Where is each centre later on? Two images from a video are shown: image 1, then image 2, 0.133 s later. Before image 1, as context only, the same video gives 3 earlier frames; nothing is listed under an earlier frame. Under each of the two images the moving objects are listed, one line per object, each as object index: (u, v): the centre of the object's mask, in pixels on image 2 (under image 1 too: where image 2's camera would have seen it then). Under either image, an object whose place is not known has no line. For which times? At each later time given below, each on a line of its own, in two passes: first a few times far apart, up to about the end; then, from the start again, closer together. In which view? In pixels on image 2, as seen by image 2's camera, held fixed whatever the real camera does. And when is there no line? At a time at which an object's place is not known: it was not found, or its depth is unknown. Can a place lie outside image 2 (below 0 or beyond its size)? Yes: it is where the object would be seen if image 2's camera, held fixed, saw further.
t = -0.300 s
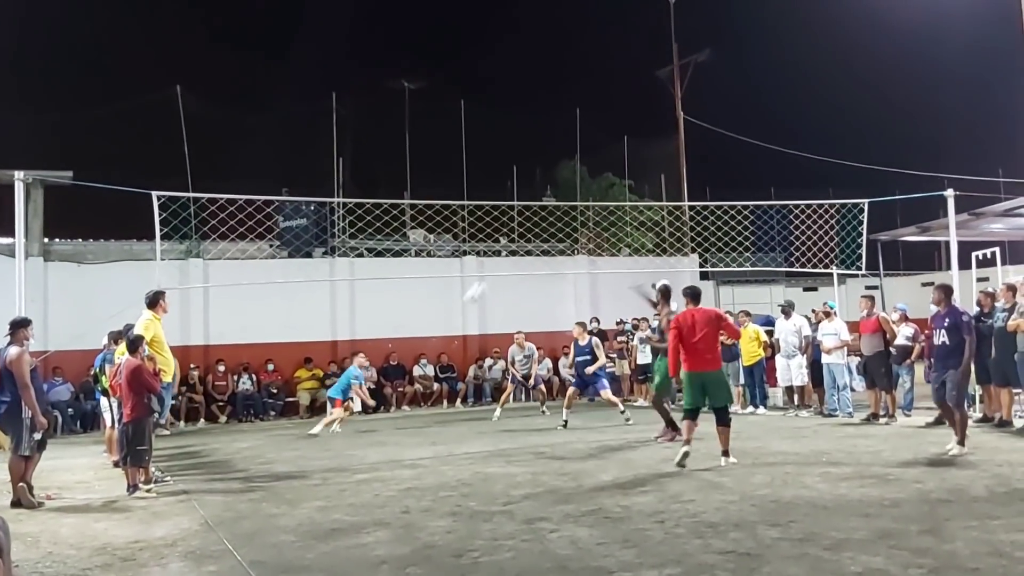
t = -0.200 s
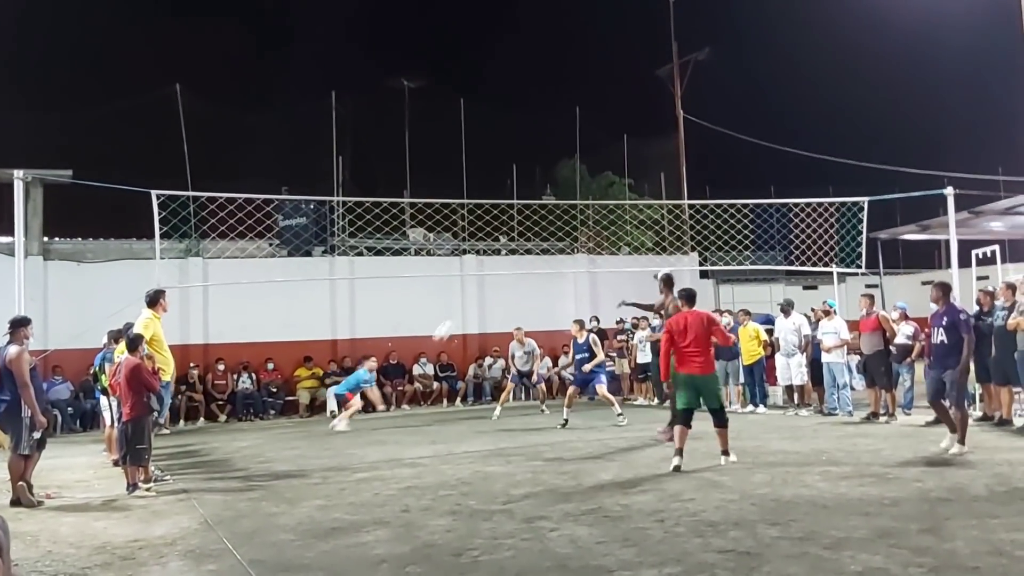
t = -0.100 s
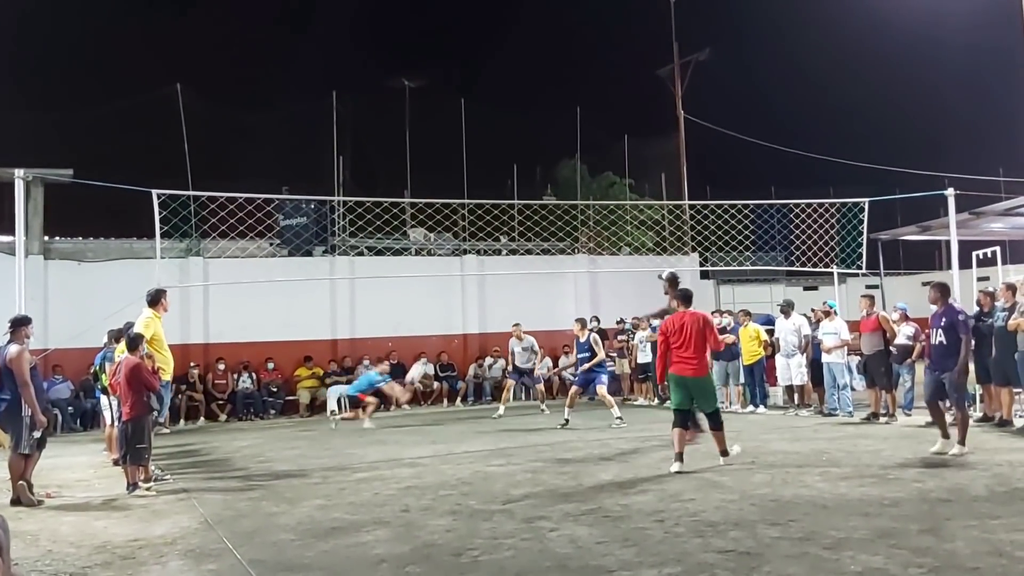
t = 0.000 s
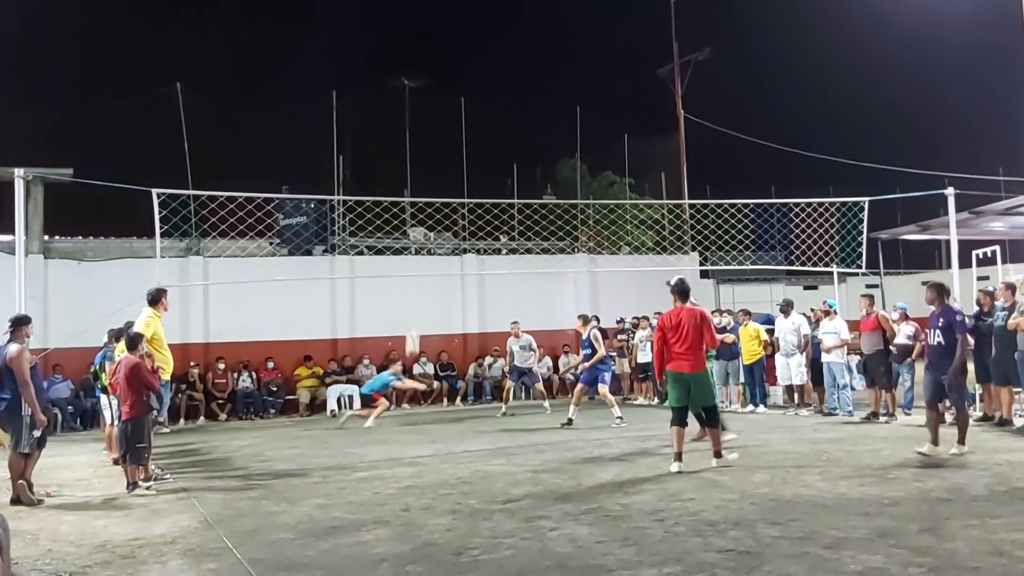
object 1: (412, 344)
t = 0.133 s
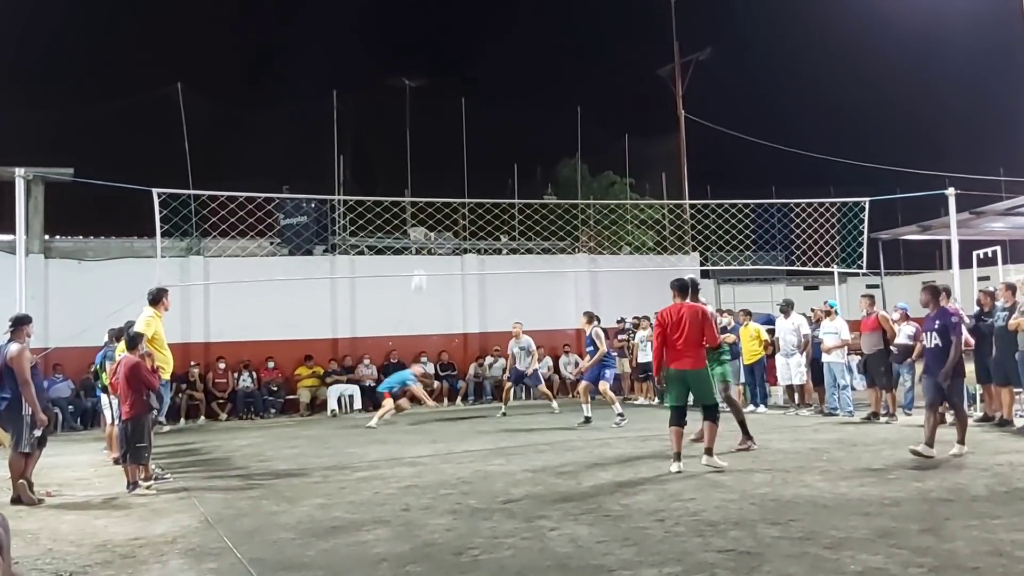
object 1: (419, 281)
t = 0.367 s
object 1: (427, 198)
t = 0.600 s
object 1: (435, 147)
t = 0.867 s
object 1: (447, 130)
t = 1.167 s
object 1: (462, 163)
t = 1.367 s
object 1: (473, 217)
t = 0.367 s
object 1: (427, 198)
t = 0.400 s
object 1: (429, 188)
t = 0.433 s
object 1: (429, 180)
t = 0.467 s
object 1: (430, 172)
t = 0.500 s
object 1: (432, 165)
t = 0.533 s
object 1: (433, 159)
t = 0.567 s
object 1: (434, 153)
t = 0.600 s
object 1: (435, 147)
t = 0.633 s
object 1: (436, 142)
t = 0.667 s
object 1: (438, 138)
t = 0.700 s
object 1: (439, 135)
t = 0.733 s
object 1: (441, 133)
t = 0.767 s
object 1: (442, 132)
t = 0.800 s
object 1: (444, 131)
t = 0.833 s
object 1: (445, 130)
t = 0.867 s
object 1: (447, 130)
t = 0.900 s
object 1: (449, 131)
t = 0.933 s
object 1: (450, 132)
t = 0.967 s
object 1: (451, 135)
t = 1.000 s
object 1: (453, 138)
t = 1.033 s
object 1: (455, 141)
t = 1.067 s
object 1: (457, 146)
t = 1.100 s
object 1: (459, 151)
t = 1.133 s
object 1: (460, 157)
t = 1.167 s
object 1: (462, 163)
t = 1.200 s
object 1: (464, 170)
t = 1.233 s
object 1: (466, 178)
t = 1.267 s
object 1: (468, 187)
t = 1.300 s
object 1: (470, 196)
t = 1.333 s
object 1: (472, 206)
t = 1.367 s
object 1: (473, 217)
